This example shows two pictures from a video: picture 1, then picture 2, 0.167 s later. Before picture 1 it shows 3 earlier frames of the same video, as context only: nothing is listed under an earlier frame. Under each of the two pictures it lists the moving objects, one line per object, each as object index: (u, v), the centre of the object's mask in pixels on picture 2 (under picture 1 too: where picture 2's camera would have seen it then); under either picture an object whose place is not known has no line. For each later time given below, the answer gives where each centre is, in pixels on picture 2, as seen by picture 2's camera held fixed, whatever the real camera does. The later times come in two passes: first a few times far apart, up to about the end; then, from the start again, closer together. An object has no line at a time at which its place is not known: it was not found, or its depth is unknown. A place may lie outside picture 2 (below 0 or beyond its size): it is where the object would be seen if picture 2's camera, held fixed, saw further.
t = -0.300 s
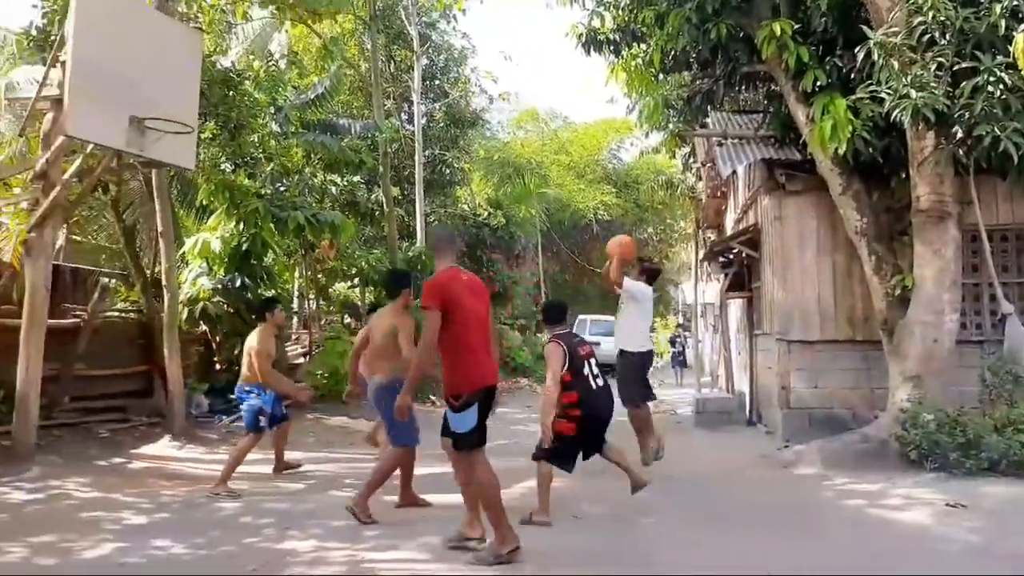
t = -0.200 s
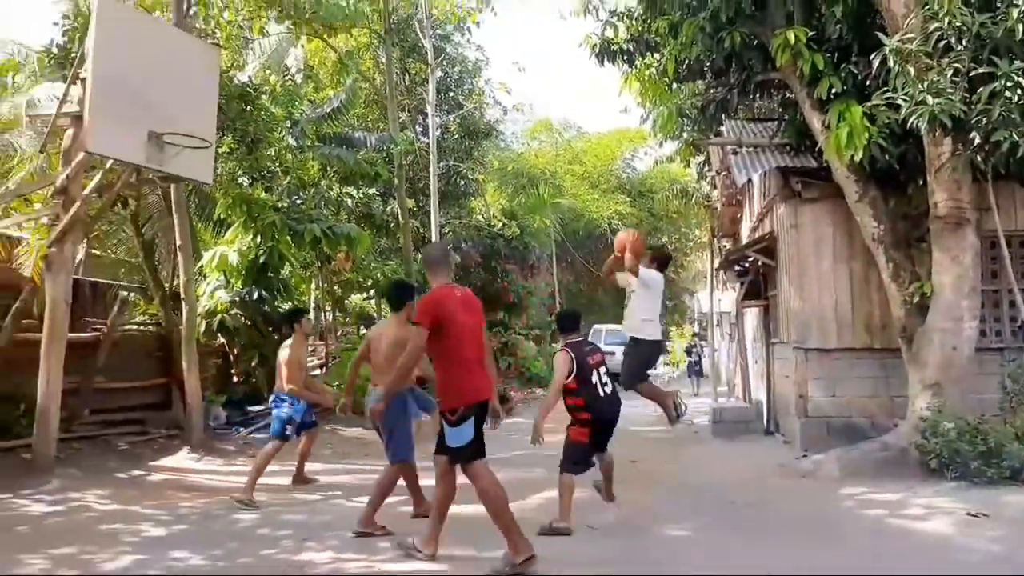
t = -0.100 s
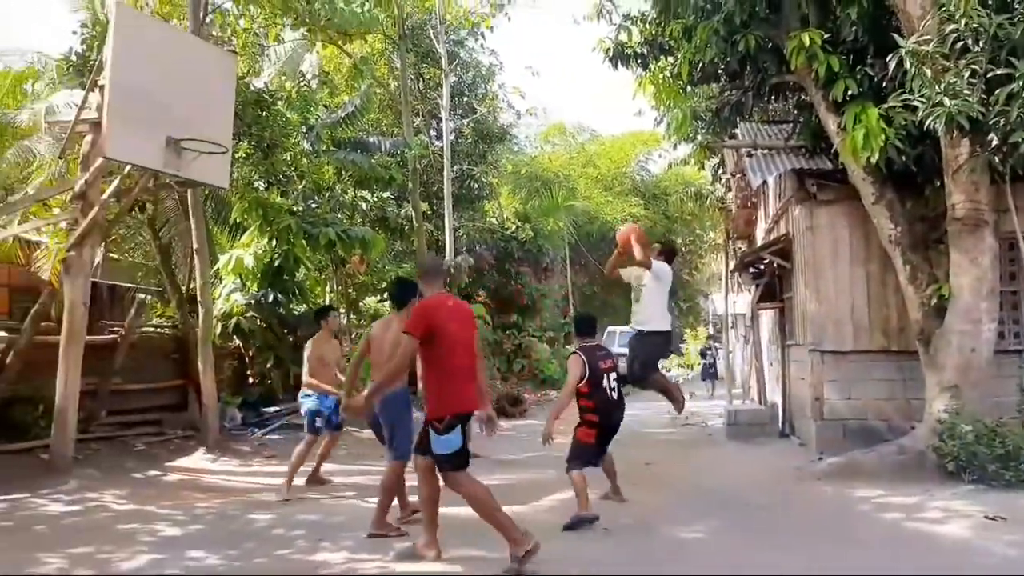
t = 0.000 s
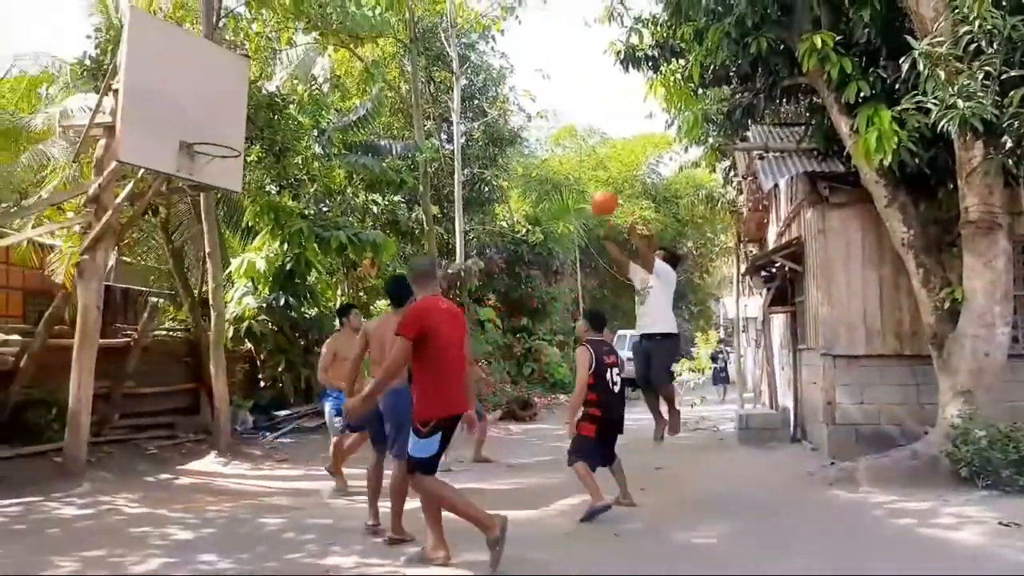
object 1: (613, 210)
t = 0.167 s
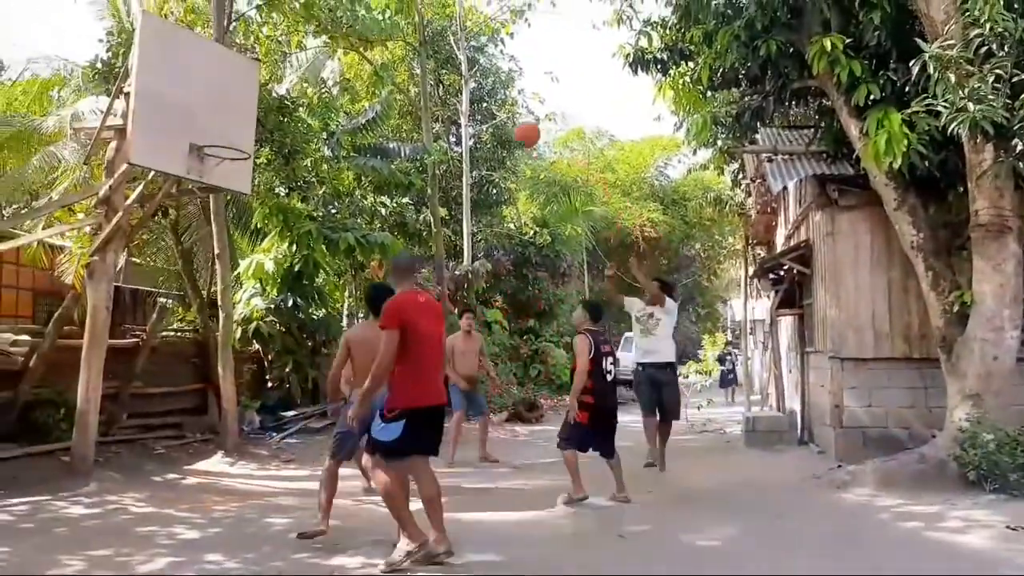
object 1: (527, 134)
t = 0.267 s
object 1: (476, 110)
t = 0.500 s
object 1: (355, 87)
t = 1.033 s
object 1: (303, 160)
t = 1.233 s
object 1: (367, 218)
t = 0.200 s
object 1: (511, 126)
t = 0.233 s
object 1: (493, 115)
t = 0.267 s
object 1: (476, 110)
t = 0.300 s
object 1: (459, 101)
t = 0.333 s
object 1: (443, 96)
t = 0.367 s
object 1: (425, 91)
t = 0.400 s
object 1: (407, 88)
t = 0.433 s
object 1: (389, 86)
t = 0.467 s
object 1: (372, 86)
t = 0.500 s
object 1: (355, 87)
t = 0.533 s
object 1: (338, 88)
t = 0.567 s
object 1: (322, 92)
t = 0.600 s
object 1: (304, 96)
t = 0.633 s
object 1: (287, 102)
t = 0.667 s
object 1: (269, 109)
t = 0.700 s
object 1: (253, 117)
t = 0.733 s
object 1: (233, 128)
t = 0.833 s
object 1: (231, 141)
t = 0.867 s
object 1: (244, 141)
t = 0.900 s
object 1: (257, 143)
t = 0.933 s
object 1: (269, 145)
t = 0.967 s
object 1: (281, 149)
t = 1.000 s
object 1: (291, 154)
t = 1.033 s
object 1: (303, 160)
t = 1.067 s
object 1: (316, 168)
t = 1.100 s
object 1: (328, 176)
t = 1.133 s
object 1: (337, 184)
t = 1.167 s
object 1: (347, 195)
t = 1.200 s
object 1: (358, 206)
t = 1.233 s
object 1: (367, 218)
